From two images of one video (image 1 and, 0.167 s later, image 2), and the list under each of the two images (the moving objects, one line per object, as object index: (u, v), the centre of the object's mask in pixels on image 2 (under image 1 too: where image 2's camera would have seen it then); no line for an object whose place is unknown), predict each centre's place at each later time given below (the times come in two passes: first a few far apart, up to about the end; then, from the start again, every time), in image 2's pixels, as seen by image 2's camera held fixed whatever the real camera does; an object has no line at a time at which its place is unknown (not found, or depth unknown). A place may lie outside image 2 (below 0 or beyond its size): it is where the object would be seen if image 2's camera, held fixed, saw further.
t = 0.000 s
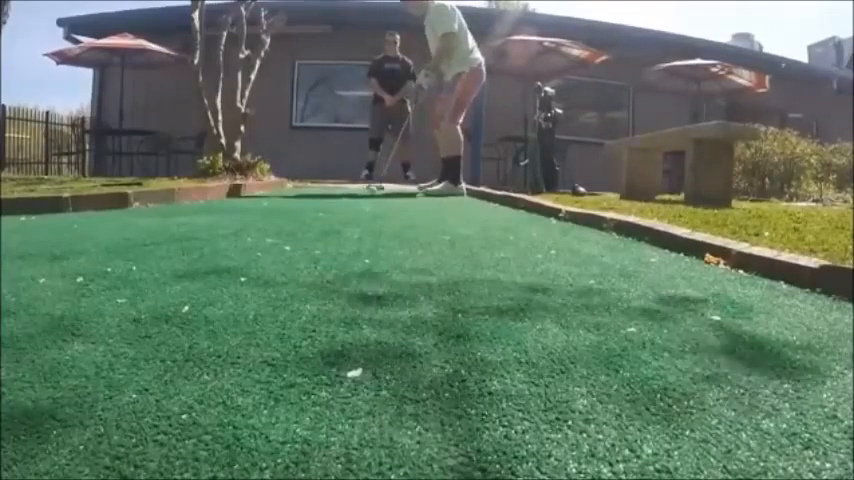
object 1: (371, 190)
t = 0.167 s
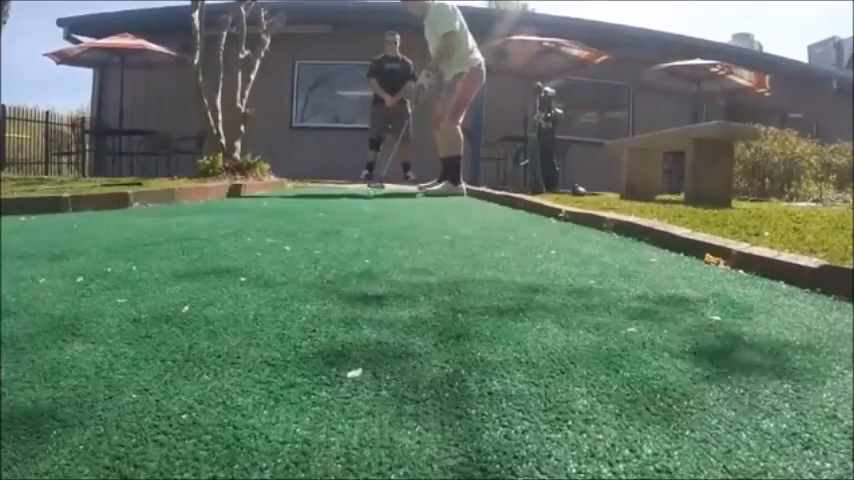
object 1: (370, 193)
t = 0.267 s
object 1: (367, 197)
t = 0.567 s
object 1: (360, 211)
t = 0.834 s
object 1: (349, 252)
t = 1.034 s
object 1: (342, 440)
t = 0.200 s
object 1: (369, 194)
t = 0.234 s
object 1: (368, 196)
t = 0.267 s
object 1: (367, 197)
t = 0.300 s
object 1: (366, 197)
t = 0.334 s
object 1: (365, 198)
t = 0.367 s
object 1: (364, 200)
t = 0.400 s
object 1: (363, 202)
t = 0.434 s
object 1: (362, 202)
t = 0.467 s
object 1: (362, 203)
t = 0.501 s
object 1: (361, 206)
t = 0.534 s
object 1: (360, 207)
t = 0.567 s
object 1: (360, 211)
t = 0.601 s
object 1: (359, 212)
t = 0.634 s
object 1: (358, 216)
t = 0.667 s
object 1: (358, 219)
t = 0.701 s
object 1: (356, 226)
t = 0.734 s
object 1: (354, 230)
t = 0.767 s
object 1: (354, 235)
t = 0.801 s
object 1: (351, 244)
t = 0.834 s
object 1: (349, 252)
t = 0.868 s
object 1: (347, 263)
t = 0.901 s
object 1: (347, 278)
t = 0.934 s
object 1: (344, 297)
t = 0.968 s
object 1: (344, 324)
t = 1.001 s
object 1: (343, 371)
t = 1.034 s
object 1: (342, 440)
